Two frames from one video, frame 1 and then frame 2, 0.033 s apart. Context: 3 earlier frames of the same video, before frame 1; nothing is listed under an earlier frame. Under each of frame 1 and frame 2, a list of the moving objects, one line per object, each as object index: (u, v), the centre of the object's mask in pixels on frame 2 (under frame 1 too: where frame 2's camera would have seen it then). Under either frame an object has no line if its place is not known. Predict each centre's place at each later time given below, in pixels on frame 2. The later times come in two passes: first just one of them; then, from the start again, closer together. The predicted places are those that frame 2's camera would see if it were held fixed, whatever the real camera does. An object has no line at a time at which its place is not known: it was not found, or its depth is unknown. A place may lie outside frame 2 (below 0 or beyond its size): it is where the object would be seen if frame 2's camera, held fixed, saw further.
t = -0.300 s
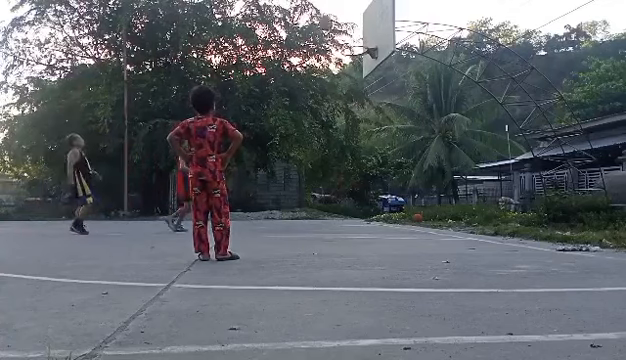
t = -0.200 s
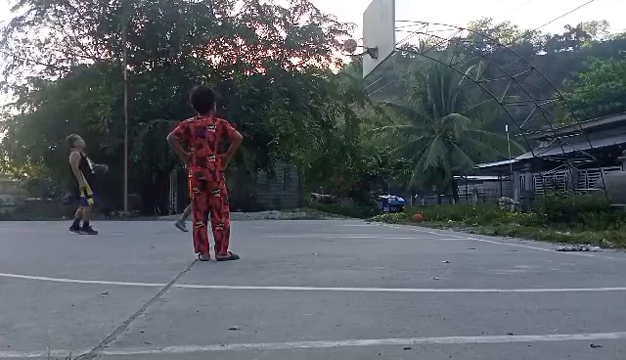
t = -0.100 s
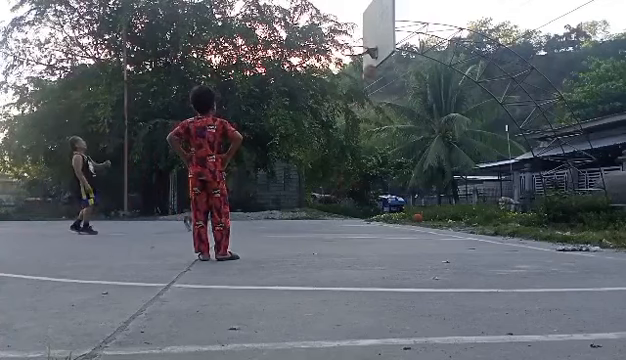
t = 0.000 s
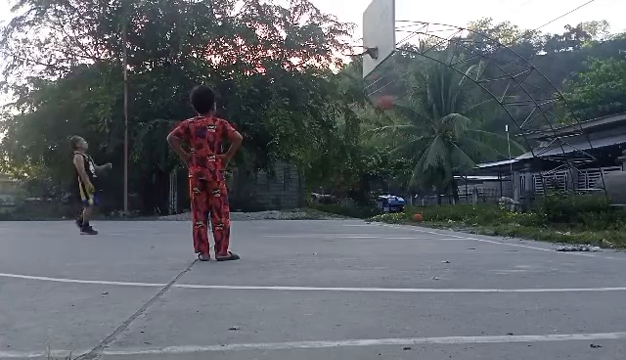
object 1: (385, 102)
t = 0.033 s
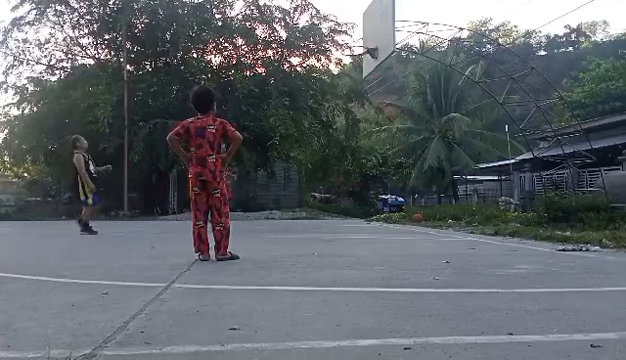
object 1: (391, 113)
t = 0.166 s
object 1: (412, 165)
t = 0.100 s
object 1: (402, 137)
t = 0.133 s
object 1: (407, 151)
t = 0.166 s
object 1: (412, 165)
